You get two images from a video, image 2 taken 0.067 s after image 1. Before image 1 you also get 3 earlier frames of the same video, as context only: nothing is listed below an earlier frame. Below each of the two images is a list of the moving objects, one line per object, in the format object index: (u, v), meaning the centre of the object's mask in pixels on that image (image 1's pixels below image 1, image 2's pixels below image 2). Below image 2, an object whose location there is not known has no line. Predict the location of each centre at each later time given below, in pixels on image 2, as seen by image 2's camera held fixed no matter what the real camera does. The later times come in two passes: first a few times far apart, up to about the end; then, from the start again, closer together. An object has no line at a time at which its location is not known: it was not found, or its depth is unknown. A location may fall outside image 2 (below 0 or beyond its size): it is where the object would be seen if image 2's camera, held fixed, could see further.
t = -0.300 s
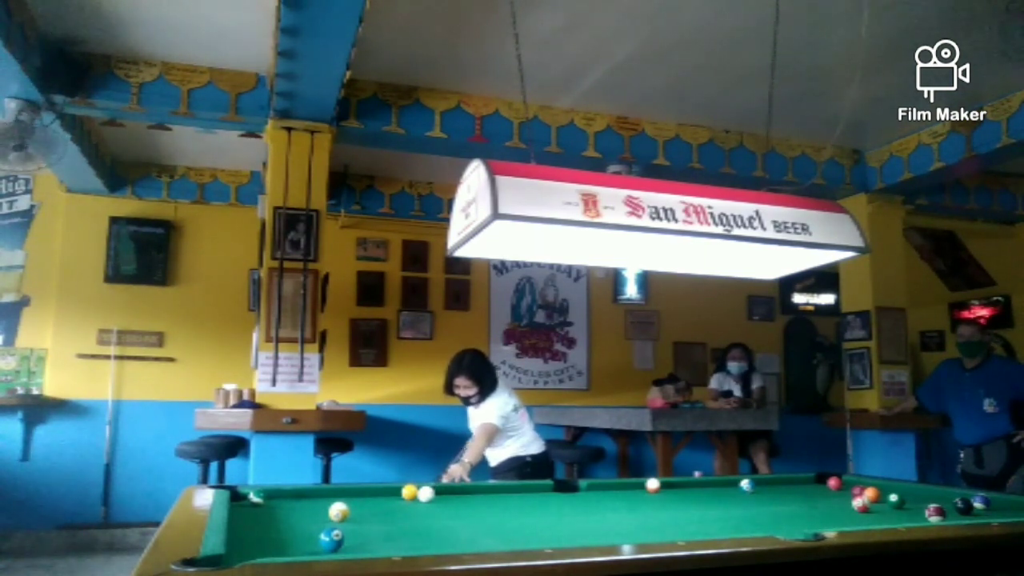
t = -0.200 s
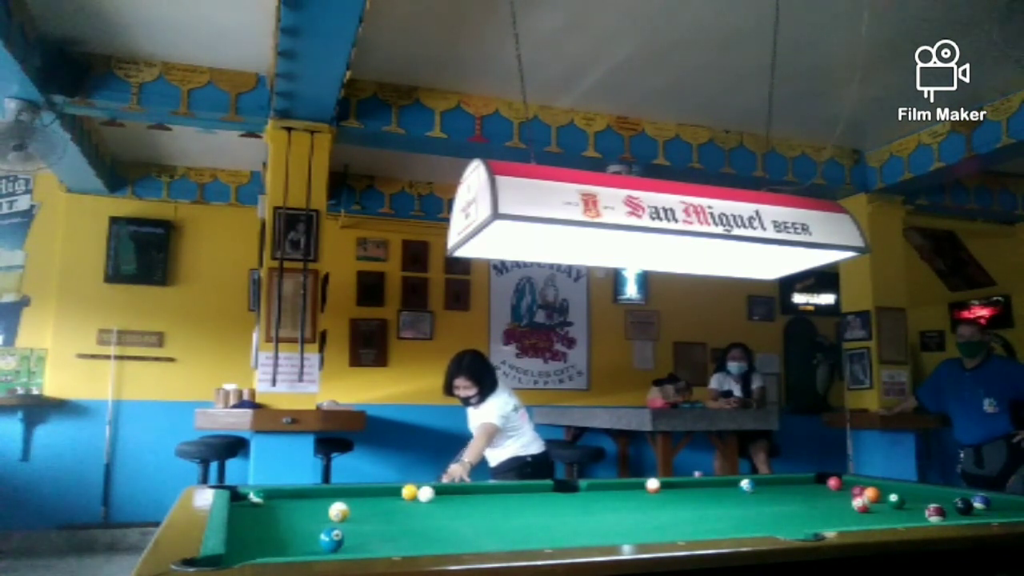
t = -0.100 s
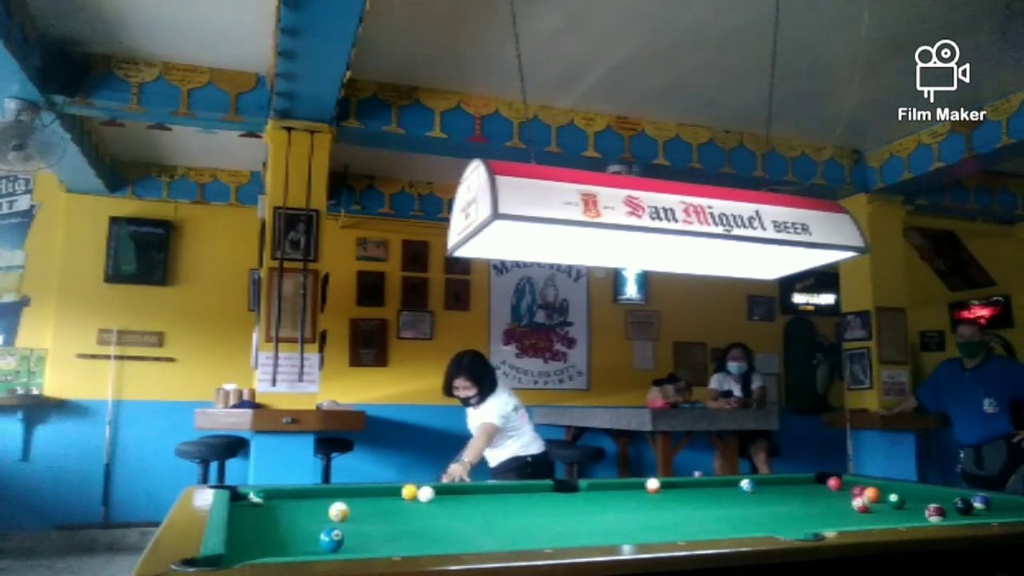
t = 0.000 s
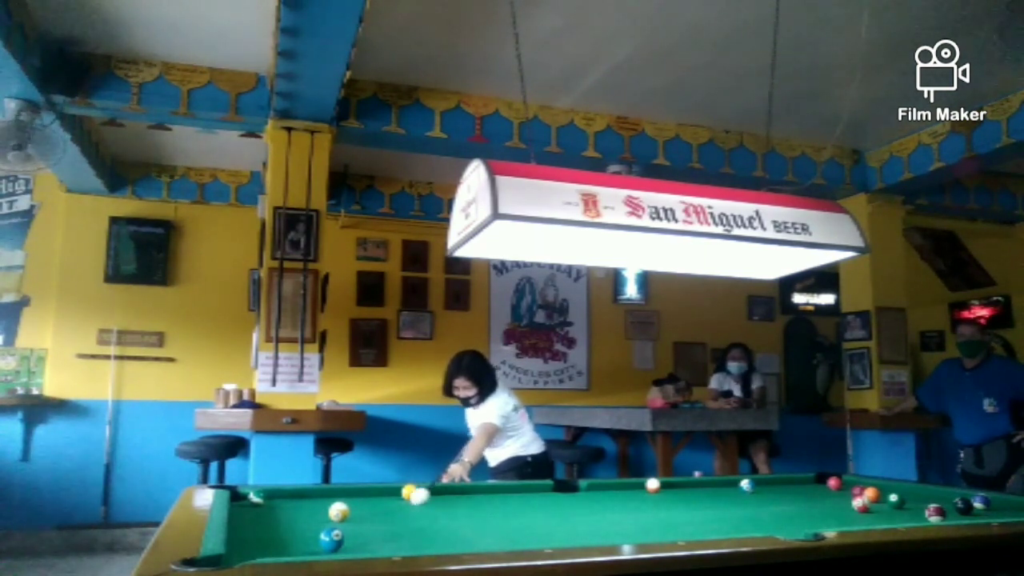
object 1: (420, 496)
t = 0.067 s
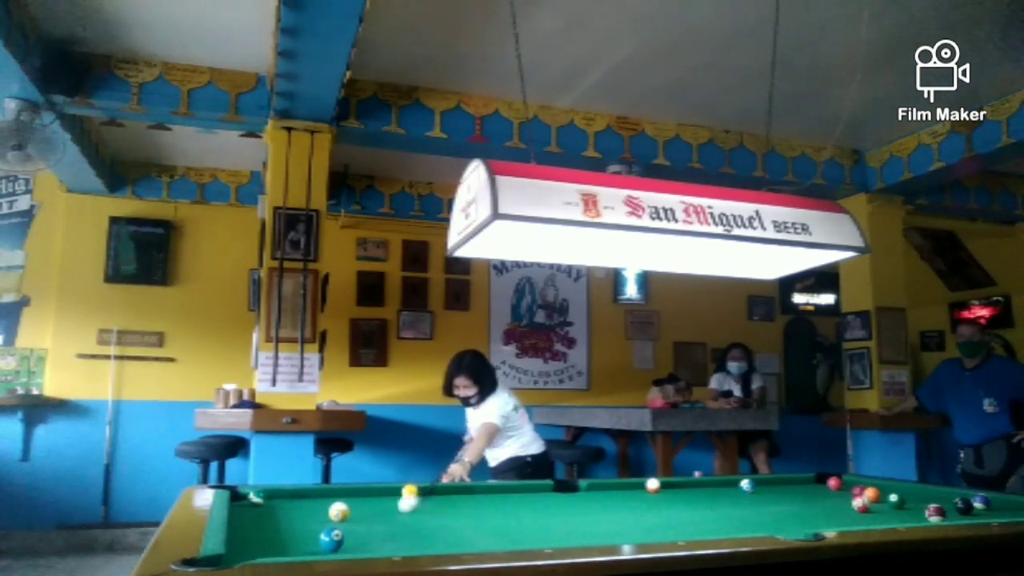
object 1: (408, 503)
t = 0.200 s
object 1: (383, 515)
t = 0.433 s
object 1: (359, 537)
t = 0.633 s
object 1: (380, 545)
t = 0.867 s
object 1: (390, 547)
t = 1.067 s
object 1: (383, 545)
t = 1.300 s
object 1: (378, 542)
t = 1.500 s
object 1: (373, 538)
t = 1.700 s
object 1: (370, 535)
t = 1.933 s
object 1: (366, 531)
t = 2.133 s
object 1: (364, 528)
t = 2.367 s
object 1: (362, 525)
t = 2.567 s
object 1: (360, 523)
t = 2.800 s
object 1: (359, 520)
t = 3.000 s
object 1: (358, 519)
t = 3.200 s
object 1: (358, 518)
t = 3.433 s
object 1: (358, 516)
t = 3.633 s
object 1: (357, 515)
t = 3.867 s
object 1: (356, 515)
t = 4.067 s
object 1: (356, 514)
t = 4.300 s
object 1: (356, 514)
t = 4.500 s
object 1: (355, 514)
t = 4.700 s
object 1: (355, 514)
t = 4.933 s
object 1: (355, 514)
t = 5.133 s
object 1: (355, 514)
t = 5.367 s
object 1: (355, 514)
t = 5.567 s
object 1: (355, 514)
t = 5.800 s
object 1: (355, 514)
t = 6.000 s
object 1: (355, 514)
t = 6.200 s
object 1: (355, 514)
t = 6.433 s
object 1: (355, 514)
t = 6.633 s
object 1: (355, 514)
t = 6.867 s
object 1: (355, 514)
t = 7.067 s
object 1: (355, 514)
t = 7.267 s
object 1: (355, 514)
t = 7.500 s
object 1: (355, 514)
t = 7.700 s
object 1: (355, 513)
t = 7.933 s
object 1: (355, 513)
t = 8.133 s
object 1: (356, 513)
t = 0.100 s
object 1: (401, 506)
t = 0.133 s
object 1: (396, 509)
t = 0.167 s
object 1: (389, 512)
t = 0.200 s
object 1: (383, 515)
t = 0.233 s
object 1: (375, 519)
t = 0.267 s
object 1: (368, 523)
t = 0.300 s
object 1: (360, 527)
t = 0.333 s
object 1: (352, 530)
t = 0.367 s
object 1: (349, 535)
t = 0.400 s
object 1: (354, 536)
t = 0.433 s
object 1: (359, 537)
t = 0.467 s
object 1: (364, 539)
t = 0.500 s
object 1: (368, 541)
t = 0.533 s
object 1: (371, 542)
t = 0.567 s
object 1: (374, 543)
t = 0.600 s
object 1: (377, 544)
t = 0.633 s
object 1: (380, 545)
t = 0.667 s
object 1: (384, 546)
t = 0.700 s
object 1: (387, 547)
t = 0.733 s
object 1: (390, 548)
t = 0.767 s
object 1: (393, 549)
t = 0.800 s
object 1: (392, 548)
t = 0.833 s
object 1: (391, 548)
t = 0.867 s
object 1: (390, 547)
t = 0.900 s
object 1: (389, 547)
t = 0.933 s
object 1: (387, 546)
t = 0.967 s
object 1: (386, 546)
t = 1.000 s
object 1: (385, 546)
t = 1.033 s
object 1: (384, 545)
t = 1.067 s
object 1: (383, 545)
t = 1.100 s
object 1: (383, 544)
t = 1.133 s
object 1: (382, 544)
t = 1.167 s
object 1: (381, 543)
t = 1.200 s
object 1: (380, 543)
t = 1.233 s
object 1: (379, 542)
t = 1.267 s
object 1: (378, 542)
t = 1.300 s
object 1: (378, 542)
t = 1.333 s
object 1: (377, 541)
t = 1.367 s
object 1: (376, 541)
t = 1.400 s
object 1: (376, 541)
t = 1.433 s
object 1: (375, 539)
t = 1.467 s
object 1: (374, 538)
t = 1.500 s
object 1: (373, 538)
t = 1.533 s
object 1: (373, 537)
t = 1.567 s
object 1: (372, 537)
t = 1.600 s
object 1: (371, 536)
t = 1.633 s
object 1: (371, 536)
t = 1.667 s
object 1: (371, 535)
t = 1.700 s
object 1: (370, 535)
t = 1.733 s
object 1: (369, 534)
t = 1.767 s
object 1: (369, 533)
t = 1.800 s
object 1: (368, 533)
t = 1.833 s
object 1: (368, 532)
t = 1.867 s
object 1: (367, 532)
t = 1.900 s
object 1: (367, 531)
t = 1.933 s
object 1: (366, 531)
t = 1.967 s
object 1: (366, 530)
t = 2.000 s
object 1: (366, 530)
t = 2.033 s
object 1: (365, 529)
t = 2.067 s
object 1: (365, 529)
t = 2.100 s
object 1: (365, 528)
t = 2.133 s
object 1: (364, 528)
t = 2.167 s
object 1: (364, 527)
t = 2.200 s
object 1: (364, 527)
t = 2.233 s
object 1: (363, 526)
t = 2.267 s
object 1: (363, 526)
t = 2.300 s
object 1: (362, 525)
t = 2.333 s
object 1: (362, 525)
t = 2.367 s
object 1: (362, 525)
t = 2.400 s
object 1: (361, 524)
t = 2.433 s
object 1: (361, 524)
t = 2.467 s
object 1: (361, 523)
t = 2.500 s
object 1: (361, 523)
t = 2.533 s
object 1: (360, 523)
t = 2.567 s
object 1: (360, 523)
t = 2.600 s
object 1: (360, 522)
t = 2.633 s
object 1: (360, 522)
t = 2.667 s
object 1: (359, 522)
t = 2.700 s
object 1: (359, 521)
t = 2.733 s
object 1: (359, 521)
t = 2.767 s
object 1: (359, 521)
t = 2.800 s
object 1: (359, 520)
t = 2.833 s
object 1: (358, 520)
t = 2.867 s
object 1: (358, 520)
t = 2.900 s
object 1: (358, 520)
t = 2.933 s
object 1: (358, 520)
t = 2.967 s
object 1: (358, 519)
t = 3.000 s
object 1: (358, 519)
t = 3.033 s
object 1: (358, 519)
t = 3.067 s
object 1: (358, 519)
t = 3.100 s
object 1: (358, 518)
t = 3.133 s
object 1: (358, 518)
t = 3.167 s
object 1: (358, 518)
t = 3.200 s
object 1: (358, 518)
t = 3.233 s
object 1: (358, 517)
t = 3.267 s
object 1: (358, 517)
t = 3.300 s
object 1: (358, 517)
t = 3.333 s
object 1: (358, 517)
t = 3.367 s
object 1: (358, 516)
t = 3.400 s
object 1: (358, 516)
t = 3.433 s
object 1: (358, 516)
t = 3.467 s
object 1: (358, 516)
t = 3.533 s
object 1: (358, 516)
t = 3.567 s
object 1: (358, 516)
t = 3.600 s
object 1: (357, 515)
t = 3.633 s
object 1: (357, 515)
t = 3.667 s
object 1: (357, 515)
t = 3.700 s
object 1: (357, 515)
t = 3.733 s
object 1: (357, 515)
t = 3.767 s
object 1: (357, 515)
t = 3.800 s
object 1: (356, 515)
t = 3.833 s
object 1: (356, 514)
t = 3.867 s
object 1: (356, 515)
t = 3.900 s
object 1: (356, 514)
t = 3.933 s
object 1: (356, 514)
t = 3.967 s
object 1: (356, 514)
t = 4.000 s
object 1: (356, 514)
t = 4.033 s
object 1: (356, 514)
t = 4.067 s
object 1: (356, 514)
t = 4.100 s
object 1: (356, 514)
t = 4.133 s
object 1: (356, 514)
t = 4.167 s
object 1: (356, 514)
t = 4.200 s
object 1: (356, 514)
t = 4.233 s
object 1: (356, 514)
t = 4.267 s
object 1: (356, 514)
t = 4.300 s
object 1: (356, 514)
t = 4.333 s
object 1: (356, 514)
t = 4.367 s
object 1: (355, 514)
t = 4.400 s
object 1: (355, 514)
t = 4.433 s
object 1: (355, 514)
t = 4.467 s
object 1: (355, 514)
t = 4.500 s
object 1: (355, 514)
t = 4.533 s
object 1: (355, 513)
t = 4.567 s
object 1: (355, 514)
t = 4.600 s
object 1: (355, 513)
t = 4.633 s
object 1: (355, 514)
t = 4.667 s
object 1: (355, 513)
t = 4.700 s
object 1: (355, 514)
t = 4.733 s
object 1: (355, 513)
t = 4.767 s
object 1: (355, 514)
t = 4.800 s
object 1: (355, 513)
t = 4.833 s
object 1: (355, 513)
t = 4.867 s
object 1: (355, 513)
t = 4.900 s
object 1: (355, 513)
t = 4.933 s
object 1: (355, 514)
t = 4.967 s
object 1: (355, 513)
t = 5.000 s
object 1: (355, 513)
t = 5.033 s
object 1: (355, 513)
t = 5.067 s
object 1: (355, 514)
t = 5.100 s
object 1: (355, 513)
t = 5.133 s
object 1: (355, 514)
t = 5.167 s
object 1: (355, 513)
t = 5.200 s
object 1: (355, 514)
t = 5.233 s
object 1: (355, 513)
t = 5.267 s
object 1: (355, 514)
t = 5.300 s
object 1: (355, 513)
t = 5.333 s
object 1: (355, 514)
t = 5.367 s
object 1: (355, 514)
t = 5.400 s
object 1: (355, 514)
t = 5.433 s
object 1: (355, 514)
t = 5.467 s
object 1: (355, 514)
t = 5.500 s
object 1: (355, 514)
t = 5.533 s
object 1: (355, 514)
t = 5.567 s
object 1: (355, 514)
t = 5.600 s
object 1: (355, 514)
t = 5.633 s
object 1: (355, 514)
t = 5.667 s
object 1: (355, 514)
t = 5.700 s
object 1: (355, 514)
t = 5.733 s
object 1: (355, 514)
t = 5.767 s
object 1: (355, 514)
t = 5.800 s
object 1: (355, 514)
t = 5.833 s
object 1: (355, 514)
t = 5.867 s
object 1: (355, 514)
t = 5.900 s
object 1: (355, 514)
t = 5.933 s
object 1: (355, 514)
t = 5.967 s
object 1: (355, 514)
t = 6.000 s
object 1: (355, 514)
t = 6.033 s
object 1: (355, 514)
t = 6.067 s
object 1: (355, 514)
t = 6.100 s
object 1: (355, 514)
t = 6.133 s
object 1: (355, 514)
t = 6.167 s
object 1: (355, 514)
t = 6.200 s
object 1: (355, 514)
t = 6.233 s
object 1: (355, 514)
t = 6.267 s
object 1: (355, 514)
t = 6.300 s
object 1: (355, 514)
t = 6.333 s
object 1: (355, 514)
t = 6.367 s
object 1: (355, 514)
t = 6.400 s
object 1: (355, 514)
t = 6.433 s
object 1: (355, 514)
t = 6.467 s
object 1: (355, 514)
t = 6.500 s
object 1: (355, 514)
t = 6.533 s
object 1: (355, 514)
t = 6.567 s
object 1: (355, 514)
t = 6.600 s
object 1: (355, 514)
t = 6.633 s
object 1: (355, 514)
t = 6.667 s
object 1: (355, 514)
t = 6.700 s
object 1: (355, 514)
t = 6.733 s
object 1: (355, 514)
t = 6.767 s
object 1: (355, 514)
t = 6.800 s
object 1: (355, 514)
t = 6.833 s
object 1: (355, 514)
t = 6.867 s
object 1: (355, 514)
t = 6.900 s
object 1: (355, 514)
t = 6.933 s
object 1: (355, 514)
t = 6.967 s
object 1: (355, 514)
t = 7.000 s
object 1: (355, 514)
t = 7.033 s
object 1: (355, 514)
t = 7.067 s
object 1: (355, 514)
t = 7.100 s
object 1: (355, 514)
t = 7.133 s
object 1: (355, 514)
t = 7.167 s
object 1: (355, 514)
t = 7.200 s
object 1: (355, 514)
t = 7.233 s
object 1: (355, 514)
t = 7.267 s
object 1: (355, 514)
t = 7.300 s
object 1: (355, 514)
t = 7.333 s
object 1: (355, 513)
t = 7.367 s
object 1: (355, 514)
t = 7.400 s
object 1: (355, 513)
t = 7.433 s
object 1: (355, 514)
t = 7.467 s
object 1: (355, 513)
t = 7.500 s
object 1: (355, 514)
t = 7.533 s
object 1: (355, 513)
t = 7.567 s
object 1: (355, 513)
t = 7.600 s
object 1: (355, 513)
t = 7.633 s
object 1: (355, 513)
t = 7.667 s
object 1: (355, 513)
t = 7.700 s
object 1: (355, 513)
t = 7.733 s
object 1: (355, 513)
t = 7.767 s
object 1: (355, 513)
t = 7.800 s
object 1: (355, 513)
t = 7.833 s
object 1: (355, 513)
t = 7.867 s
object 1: (355, 513)
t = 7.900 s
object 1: (355, 513)
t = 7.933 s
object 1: (355, 513)
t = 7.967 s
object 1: (355, 513)
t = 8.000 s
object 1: (355, 513)
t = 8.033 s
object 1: (355, 513)
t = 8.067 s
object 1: (355, 513)
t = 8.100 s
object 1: (355, 514)
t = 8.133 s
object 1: (356, 513)
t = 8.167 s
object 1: (355, 514)
